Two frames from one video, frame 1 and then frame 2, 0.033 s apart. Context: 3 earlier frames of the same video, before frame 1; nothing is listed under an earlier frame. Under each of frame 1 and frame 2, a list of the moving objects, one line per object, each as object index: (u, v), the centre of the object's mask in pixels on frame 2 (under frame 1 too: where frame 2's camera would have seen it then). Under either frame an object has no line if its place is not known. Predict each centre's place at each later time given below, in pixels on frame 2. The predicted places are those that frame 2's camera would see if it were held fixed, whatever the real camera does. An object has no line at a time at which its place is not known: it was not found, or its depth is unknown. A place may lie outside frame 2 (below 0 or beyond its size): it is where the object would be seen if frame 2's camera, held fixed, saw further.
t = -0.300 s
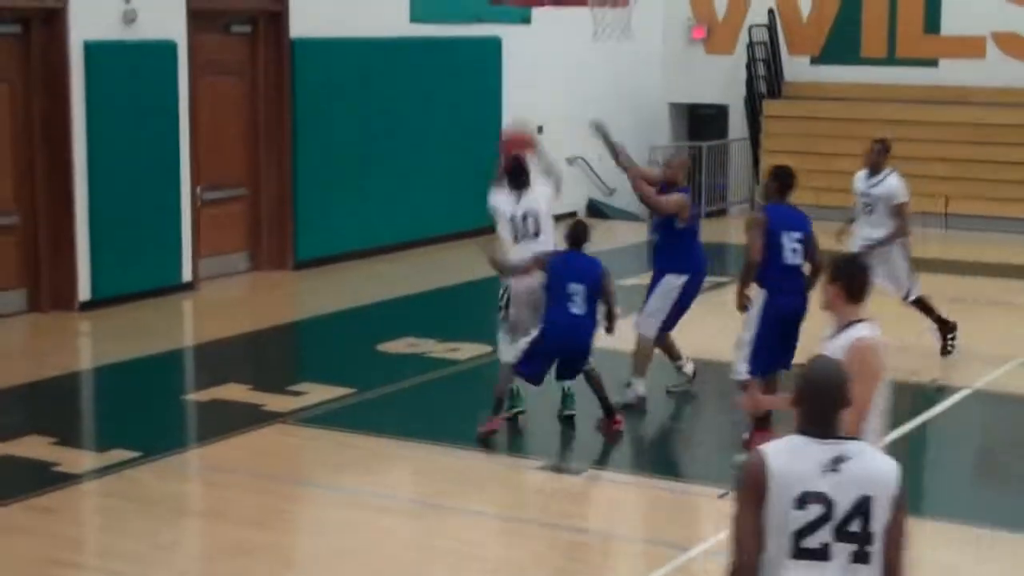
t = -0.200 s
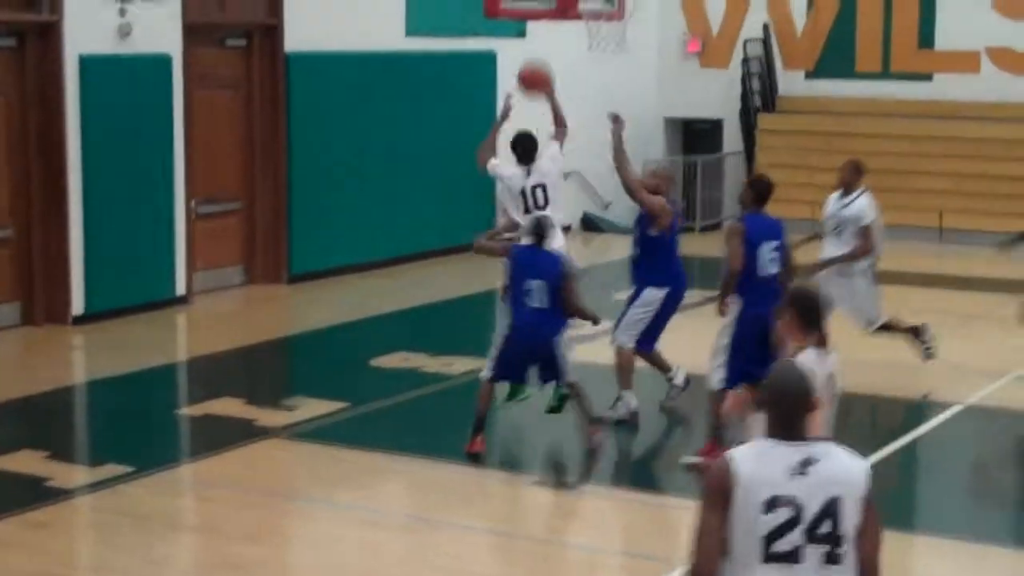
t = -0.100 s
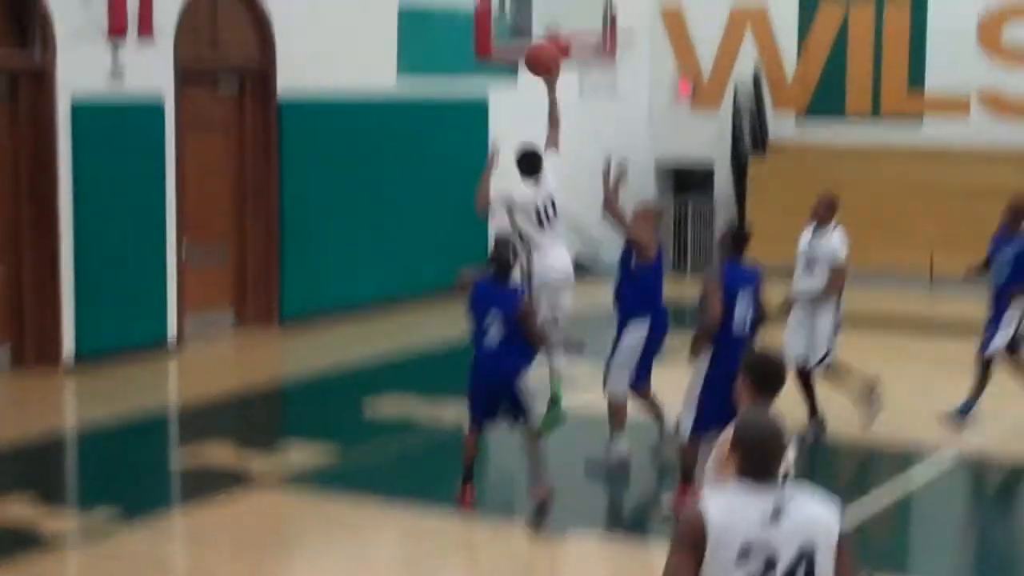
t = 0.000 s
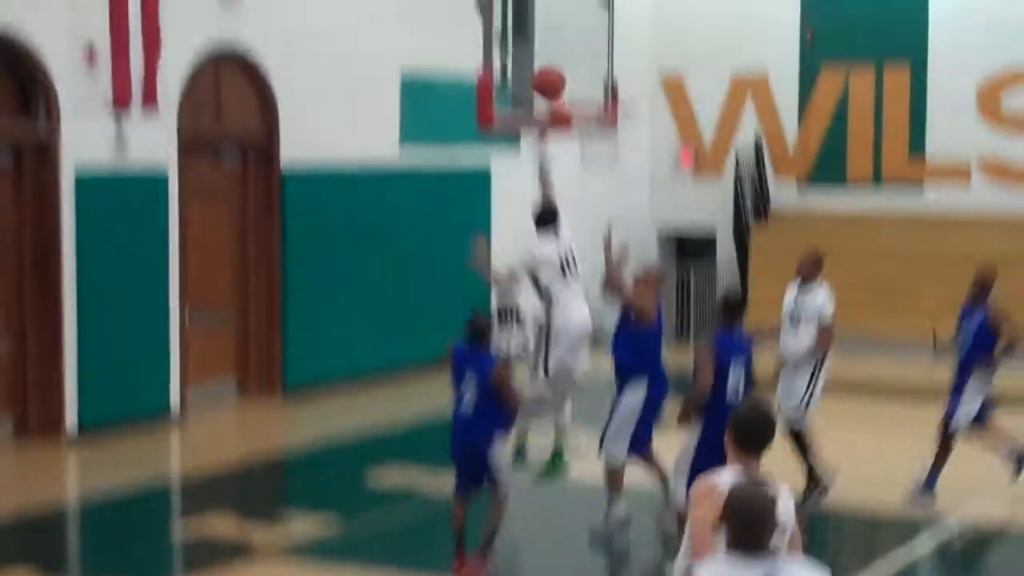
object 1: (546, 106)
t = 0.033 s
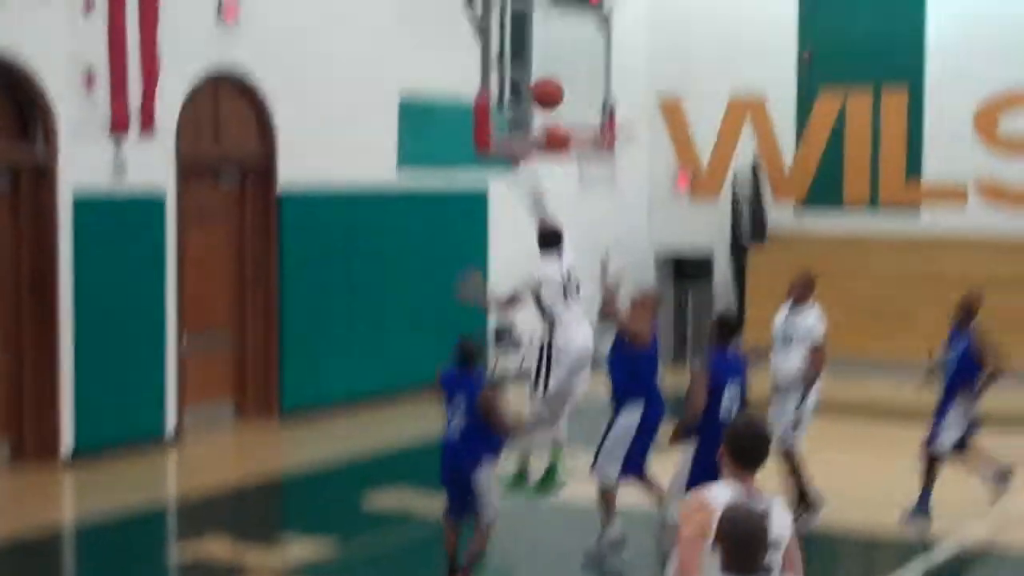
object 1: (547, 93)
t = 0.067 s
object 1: (548, 83)
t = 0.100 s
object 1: (549, 75)
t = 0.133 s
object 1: (554, 74)
